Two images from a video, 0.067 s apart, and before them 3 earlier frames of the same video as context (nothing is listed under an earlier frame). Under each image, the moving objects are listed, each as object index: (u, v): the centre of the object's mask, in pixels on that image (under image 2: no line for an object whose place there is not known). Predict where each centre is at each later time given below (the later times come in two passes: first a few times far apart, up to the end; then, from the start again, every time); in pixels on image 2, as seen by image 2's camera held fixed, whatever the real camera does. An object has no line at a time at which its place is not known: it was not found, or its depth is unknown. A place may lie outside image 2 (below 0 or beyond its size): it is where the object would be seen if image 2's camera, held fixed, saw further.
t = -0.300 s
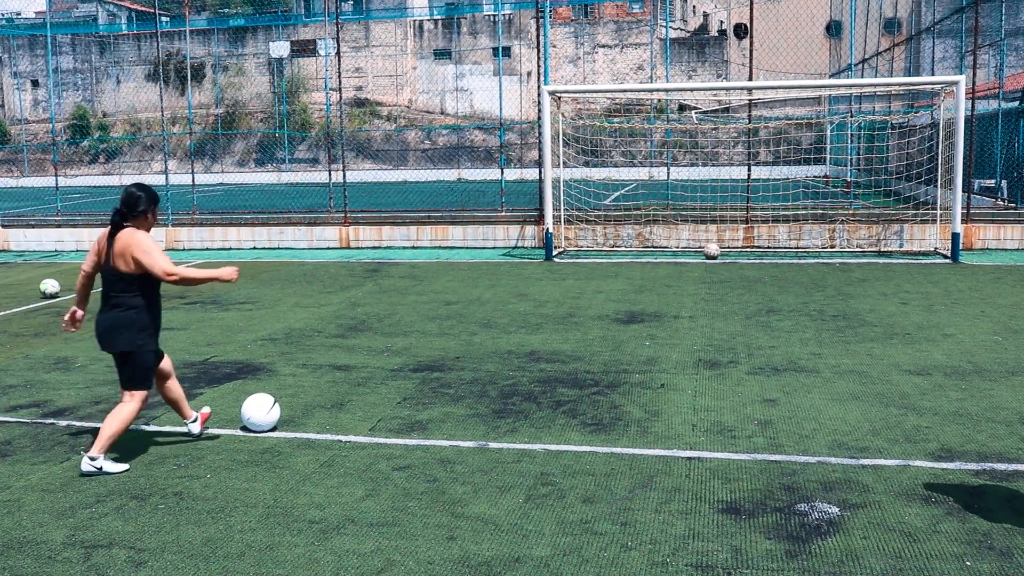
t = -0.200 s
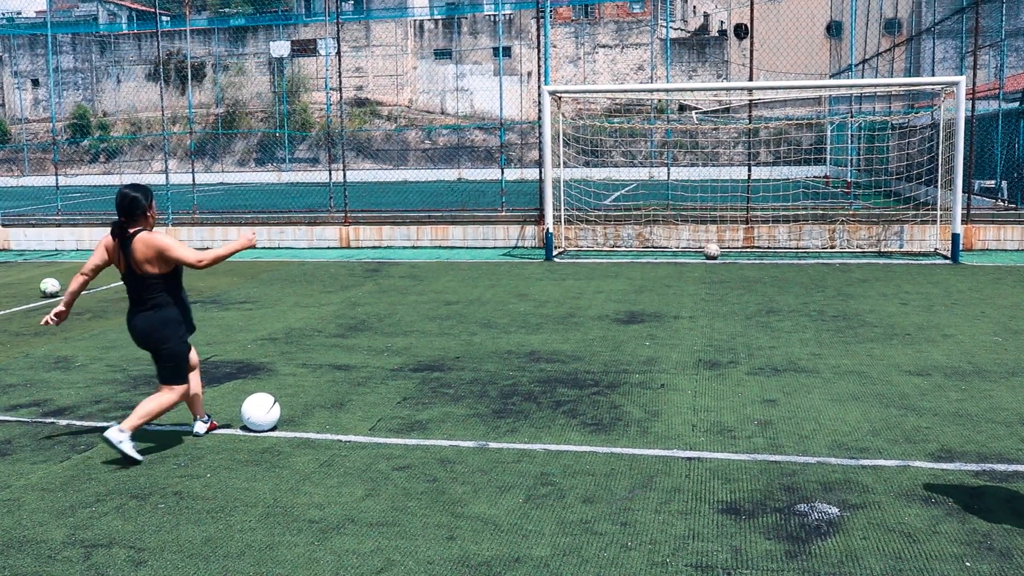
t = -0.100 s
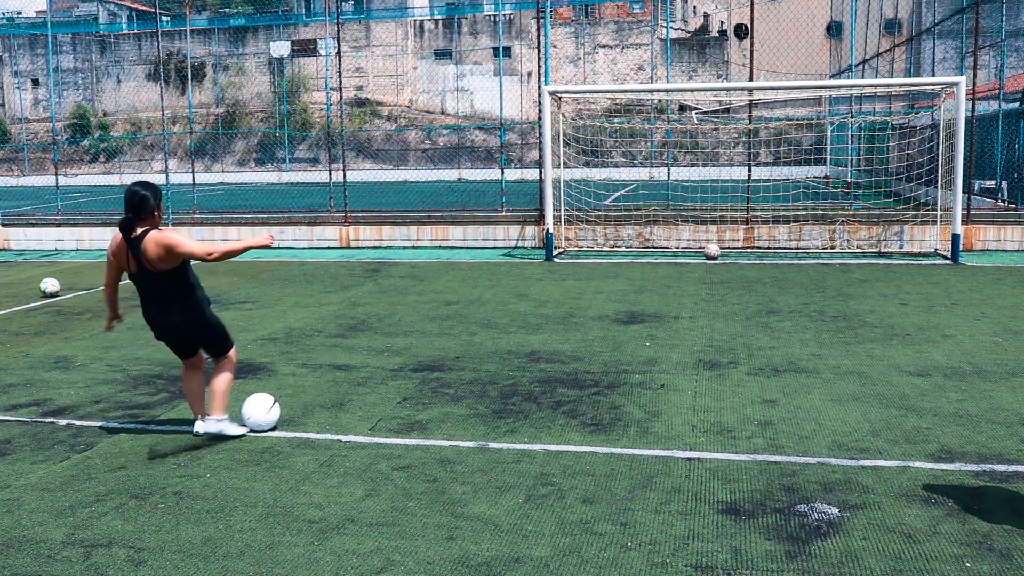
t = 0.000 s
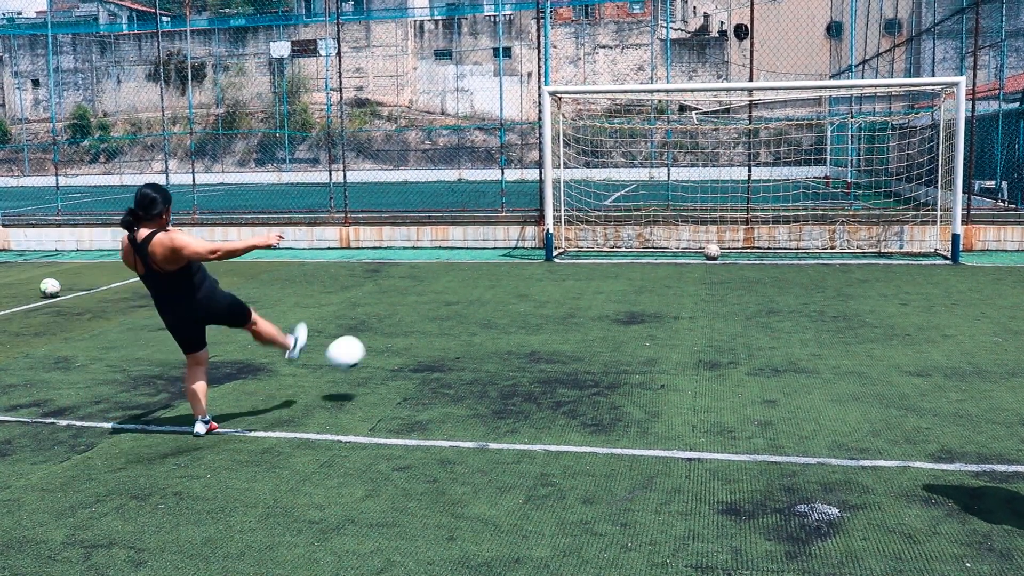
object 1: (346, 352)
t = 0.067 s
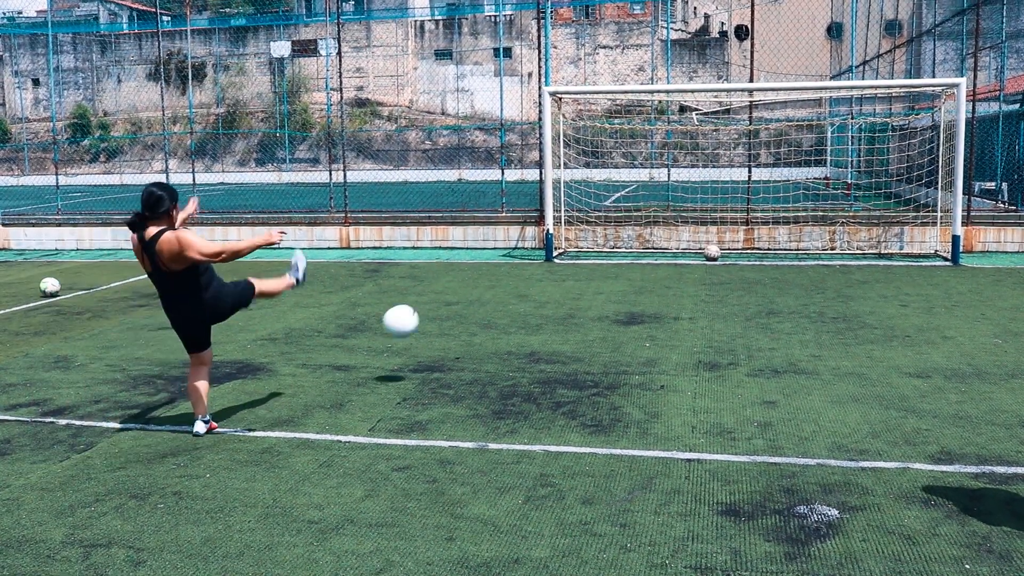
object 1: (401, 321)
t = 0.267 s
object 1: (527, 275)
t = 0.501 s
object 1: (624, 281)
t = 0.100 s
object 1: (426, 308)
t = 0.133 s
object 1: (448, 298)
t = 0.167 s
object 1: (470, 290)
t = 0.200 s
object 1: (491, 283)
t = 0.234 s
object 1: (509, 278)
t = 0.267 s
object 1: (527, 275)
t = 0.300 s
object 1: (543, 272)
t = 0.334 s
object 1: (558, 271)
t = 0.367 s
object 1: (573, 271)
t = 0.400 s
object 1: (586, 273)
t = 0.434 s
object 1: (599, 274)
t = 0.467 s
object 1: (612, 278)
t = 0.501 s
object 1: (624, 281)
